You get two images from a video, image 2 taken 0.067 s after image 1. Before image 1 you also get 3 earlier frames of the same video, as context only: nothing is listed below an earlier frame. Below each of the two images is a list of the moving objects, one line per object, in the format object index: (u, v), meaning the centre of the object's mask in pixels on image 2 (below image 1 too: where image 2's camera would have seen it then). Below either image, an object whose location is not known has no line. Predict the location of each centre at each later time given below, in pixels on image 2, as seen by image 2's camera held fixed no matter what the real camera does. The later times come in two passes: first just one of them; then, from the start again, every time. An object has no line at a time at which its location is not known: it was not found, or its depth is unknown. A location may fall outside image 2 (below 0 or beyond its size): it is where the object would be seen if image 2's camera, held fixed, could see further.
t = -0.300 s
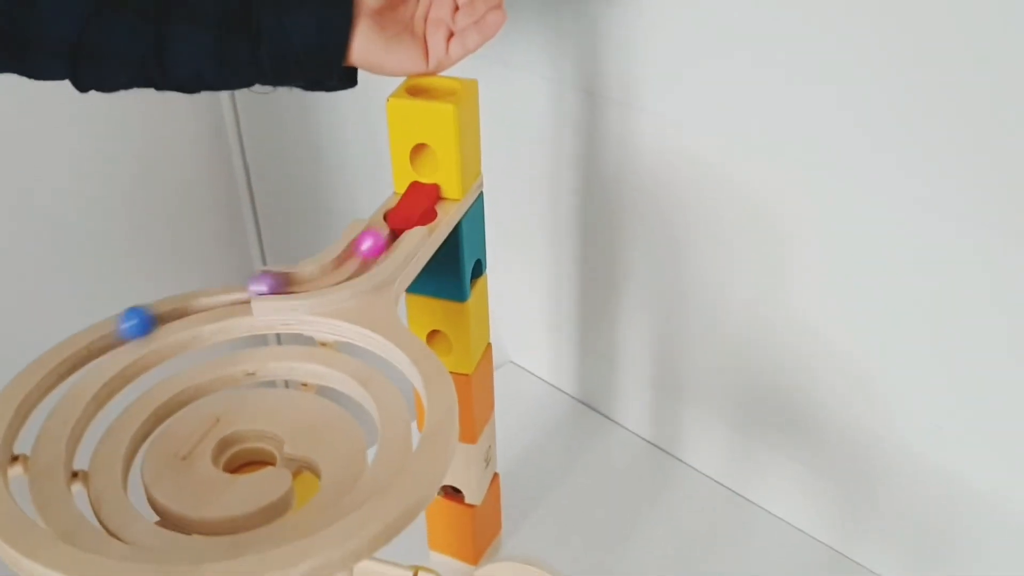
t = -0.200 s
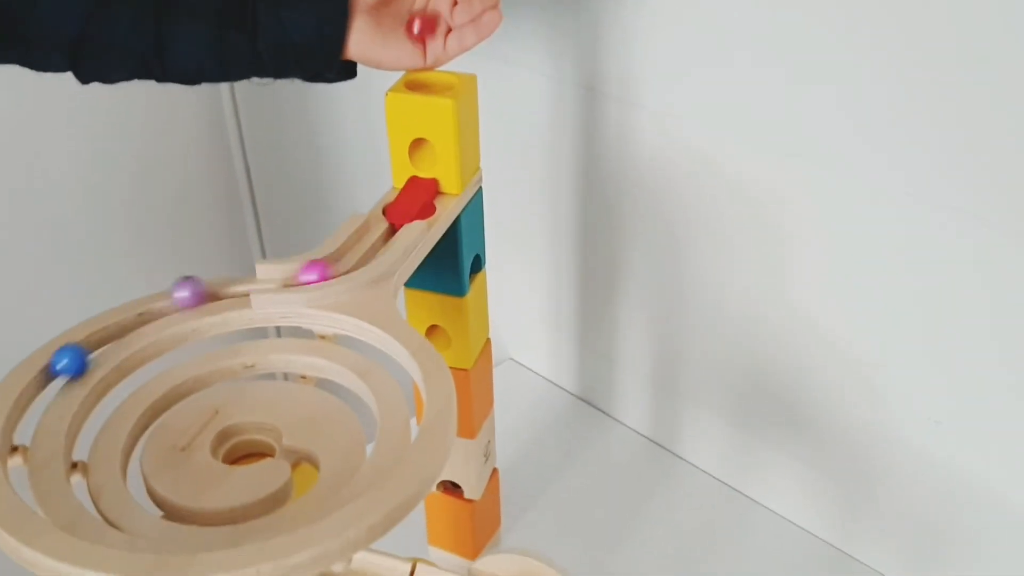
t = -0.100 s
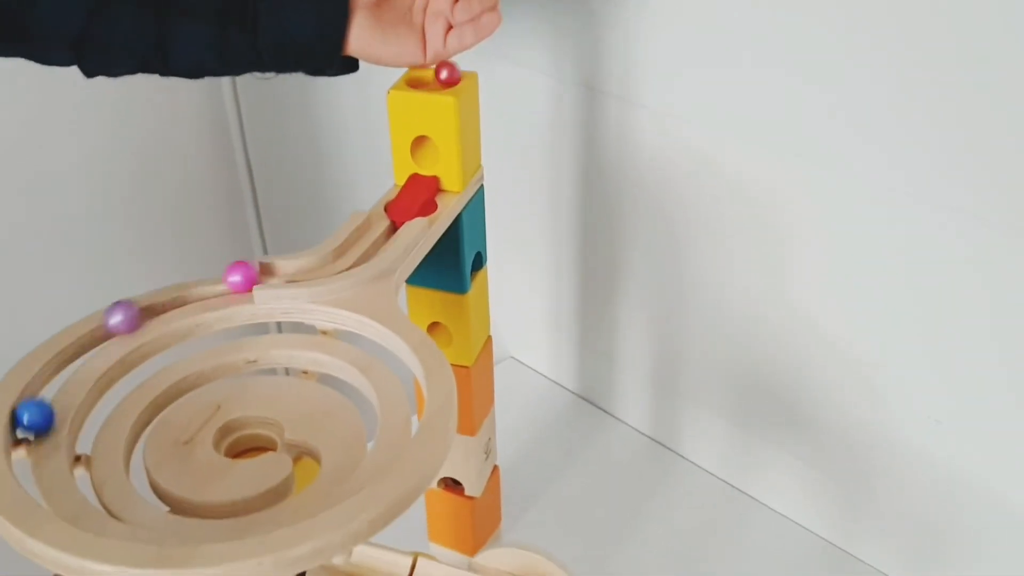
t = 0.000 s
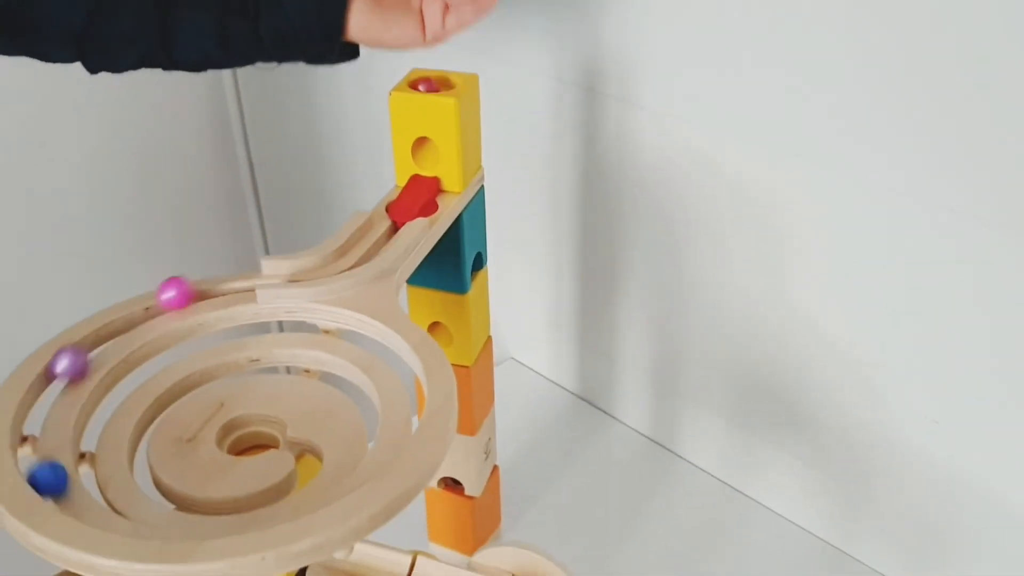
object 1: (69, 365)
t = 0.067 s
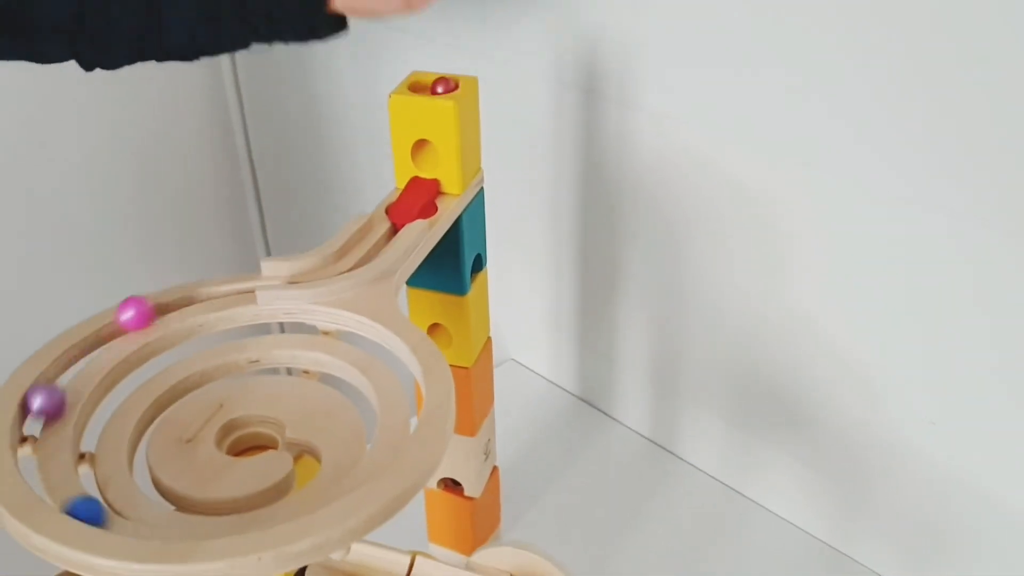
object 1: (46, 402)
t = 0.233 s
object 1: (65, 495)
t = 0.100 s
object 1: (37, 422)
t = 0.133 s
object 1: (37, 440)
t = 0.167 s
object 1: (40, 461)
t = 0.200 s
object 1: (49, 479)
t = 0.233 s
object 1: (65, 495)
